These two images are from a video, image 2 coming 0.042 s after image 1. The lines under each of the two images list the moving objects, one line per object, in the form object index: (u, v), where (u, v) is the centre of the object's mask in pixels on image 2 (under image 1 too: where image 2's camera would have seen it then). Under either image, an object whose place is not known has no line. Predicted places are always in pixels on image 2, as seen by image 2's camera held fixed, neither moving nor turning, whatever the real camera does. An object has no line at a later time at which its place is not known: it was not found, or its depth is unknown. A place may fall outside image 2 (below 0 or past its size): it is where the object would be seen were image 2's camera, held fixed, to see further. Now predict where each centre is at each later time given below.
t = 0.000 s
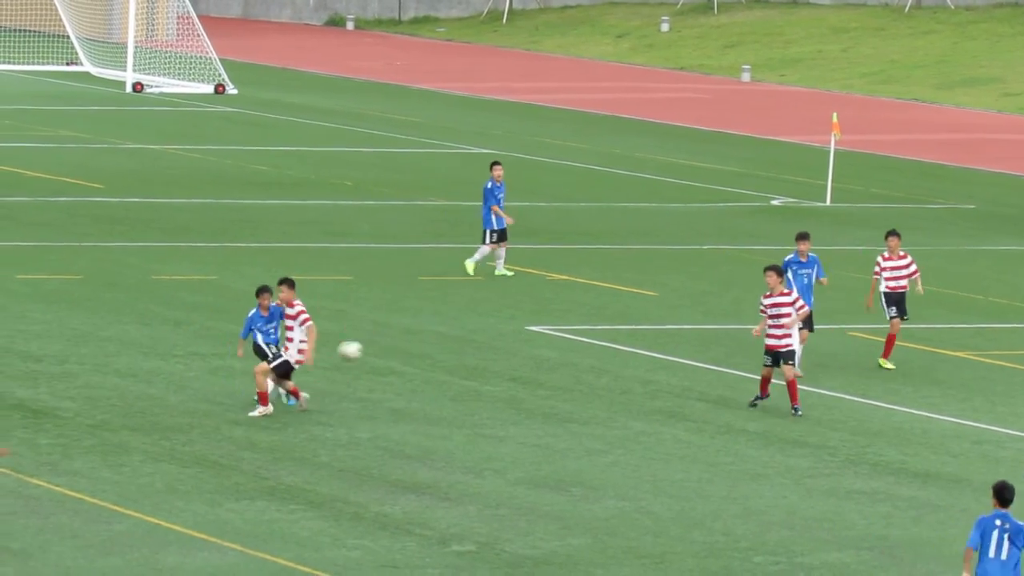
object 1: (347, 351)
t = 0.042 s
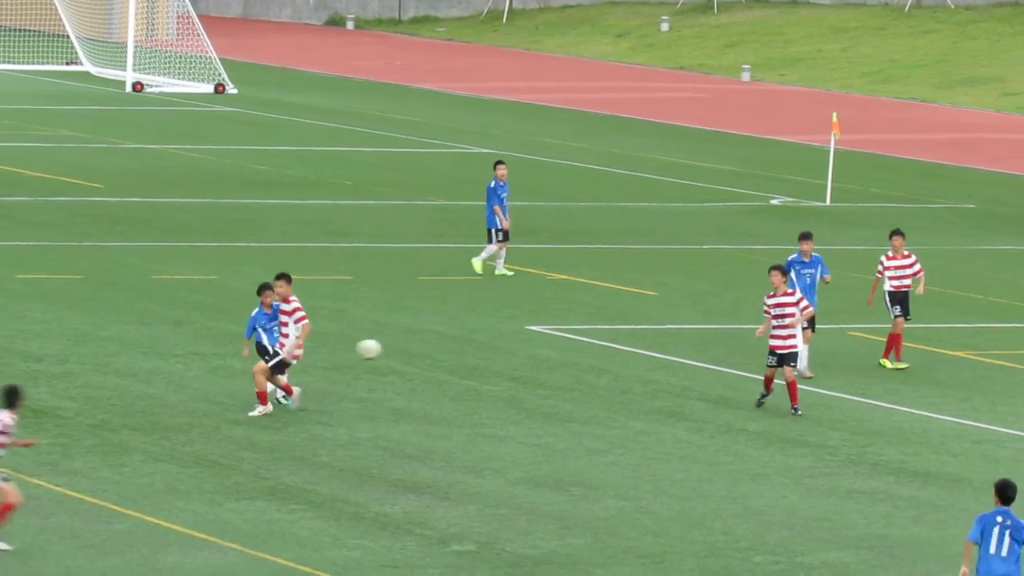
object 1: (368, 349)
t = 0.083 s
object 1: (387, 349)
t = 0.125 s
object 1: (406, 351)
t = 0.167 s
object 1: (423, 354)
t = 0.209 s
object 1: (442, 358)
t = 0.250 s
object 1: (462, 365)
